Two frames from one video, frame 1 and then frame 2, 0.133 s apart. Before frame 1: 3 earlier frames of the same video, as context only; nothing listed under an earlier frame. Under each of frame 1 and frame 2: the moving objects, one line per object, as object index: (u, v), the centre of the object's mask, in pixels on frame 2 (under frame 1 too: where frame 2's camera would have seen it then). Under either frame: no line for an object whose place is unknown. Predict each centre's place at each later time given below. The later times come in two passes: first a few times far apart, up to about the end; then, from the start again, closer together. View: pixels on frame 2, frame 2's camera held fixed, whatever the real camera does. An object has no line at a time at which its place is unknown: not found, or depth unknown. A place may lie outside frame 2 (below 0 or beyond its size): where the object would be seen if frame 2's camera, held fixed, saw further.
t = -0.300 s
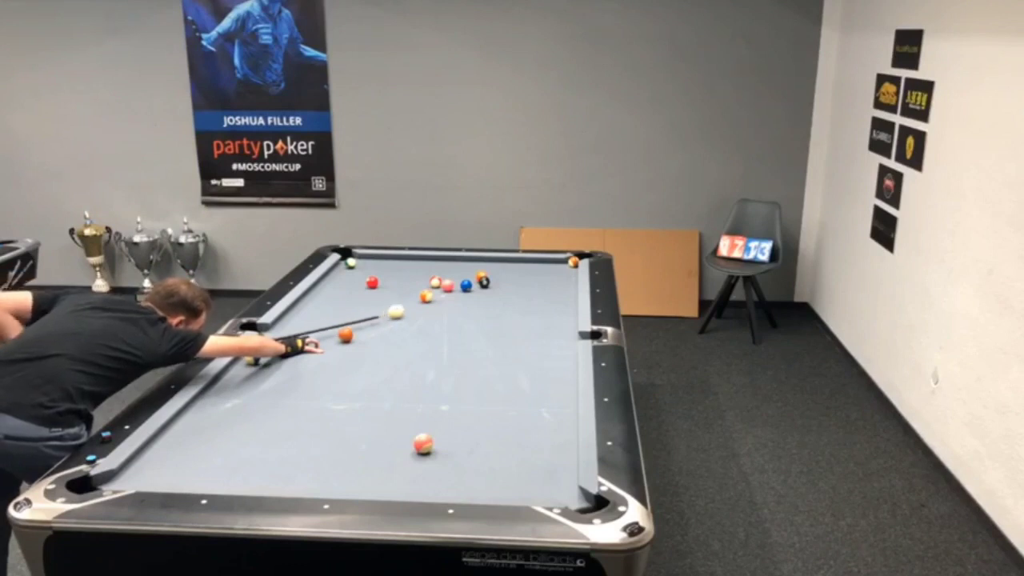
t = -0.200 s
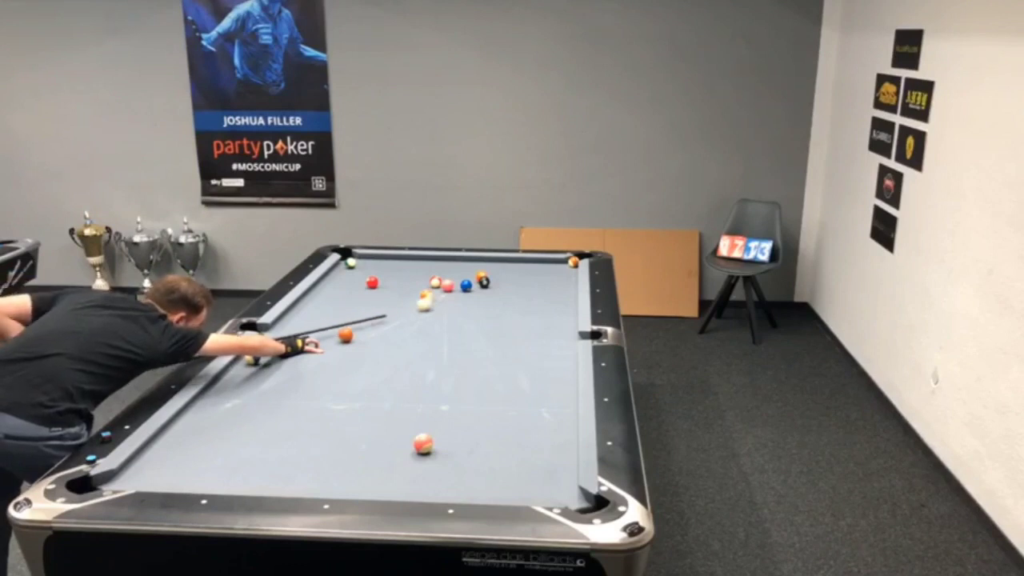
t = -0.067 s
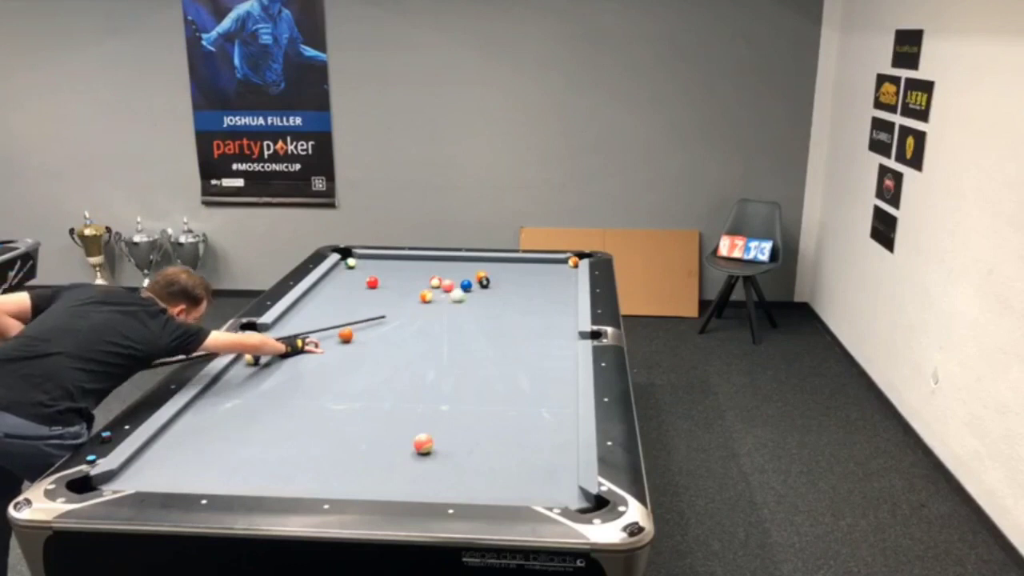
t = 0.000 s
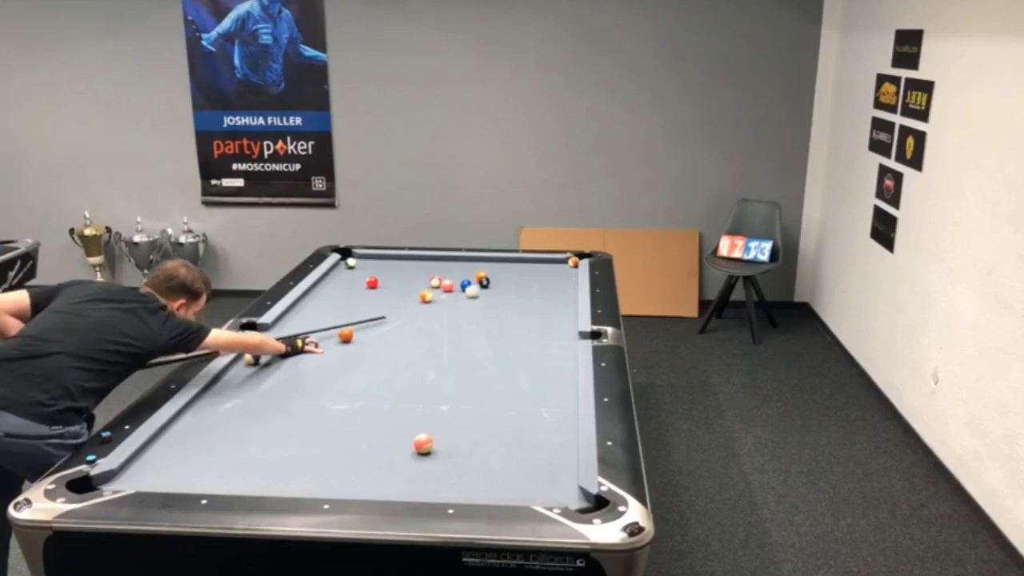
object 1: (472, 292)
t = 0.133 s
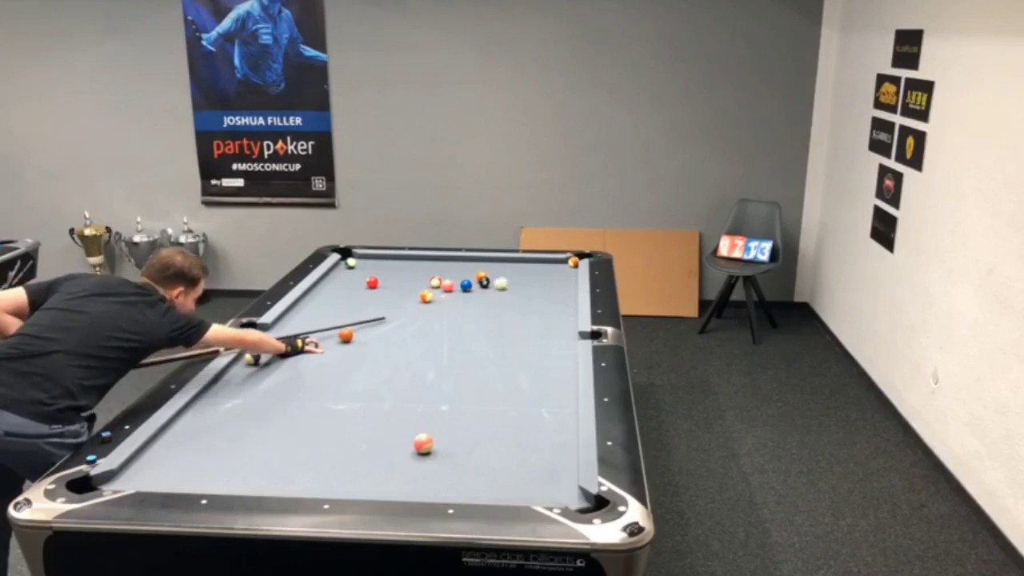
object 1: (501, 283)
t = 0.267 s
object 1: (528, 276)
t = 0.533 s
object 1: (572, 265)
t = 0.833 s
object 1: (551, 263)
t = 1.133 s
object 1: (533, 261)
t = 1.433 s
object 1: (517, 260)
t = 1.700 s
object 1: (507, 260)
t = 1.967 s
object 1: (497, 260)
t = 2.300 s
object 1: (486, 261)
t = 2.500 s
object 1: (480, 261)
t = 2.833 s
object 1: (471, 262)
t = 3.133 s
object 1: (464, 262)
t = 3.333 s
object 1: (461, 262)
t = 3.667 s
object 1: (455, 262)
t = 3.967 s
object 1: (451, 263)
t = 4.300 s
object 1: (448, 263)
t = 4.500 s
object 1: (447, 263)
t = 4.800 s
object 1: (446, 263)
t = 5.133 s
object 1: (446, 263)
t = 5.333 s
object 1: (446, 263)
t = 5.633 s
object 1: (446, 263)
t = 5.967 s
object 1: (446, 263)
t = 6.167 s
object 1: (446, 263)
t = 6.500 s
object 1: (446, 263)
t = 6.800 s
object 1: (446, 263)
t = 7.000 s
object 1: (446, 263)
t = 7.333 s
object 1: (446, 263)
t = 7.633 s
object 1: (446, 263)
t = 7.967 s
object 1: (446, 263)
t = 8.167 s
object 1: (446, 263)
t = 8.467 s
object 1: (446, 263)
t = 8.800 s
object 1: (446, 263)
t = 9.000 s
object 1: (446, 263)
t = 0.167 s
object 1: (507, 282)
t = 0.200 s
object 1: (514, 280)
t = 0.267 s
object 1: (528, 276)
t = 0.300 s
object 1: (534, 275)
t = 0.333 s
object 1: (540, 273)
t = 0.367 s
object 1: (546, 271)
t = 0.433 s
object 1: (558, 268)
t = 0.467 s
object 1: (564, 267)
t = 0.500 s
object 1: (570, 265)
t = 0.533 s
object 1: (572, 265)
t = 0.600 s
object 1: (566, 265)
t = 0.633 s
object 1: (564, 265)
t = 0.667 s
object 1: (562, 265)
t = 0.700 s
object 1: (559, 265)
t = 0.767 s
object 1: (555, 264)
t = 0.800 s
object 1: (553, 264)
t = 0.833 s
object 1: (551, 263)
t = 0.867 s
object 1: (549, 263)
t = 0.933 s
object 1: (545, 263)
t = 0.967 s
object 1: (543, 262)
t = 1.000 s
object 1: (541, 262)
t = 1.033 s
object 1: (539, 262)
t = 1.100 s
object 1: (535, 262)
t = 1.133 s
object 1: (533, 261)
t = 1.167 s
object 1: (531, 261)
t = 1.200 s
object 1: (529, 261)
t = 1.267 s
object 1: (526, 261)
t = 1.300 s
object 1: (524, 261)
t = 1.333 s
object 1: (522, 260)
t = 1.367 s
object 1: (520, 260)
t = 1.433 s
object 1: (517, 260)
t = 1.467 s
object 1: (516, 260)
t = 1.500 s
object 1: (514, 260)
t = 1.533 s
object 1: (513, 260)
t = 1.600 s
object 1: (511, 260)
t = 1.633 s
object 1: (509, 260)
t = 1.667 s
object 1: (508, 260)
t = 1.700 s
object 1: (507, 260)
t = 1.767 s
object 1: (504, 260)
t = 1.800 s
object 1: (503, 260)
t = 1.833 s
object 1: (502, 260)
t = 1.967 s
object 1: (497, 260)
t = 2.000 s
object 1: (496, 260)
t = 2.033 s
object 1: (495, 260)
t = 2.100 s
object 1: (493, 261)
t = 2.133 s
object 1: (491, 261)
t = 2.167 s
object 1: (490, 261)
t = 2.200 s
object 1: (489, 261)
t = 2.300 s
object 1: (486, 261)
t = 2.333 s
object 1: (485, 261)
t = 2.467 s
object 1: (481, 261)
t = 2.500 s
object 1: (480, 261)
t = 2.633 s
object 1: (476, 261)
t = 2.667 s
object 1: (475, 261)
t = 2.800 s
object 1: (472, 262)
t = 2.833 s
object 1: (471, 262)
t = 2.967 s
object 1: (468, 262)
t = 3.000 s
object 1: (467, 262)
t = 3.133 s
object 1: (464, 262)
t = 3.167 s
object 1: (463, 262)
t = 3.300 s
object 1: (461, 262)
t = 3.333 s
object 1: (461, 262)
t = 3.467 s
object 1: (458, 262)
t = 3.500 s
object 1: (457, 262)
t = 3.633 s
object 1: (455, 262)
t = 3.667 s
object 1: (455, 262)
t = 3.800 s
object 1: (453, 263)
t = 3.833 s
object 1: (453, 263)
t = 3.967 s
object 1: (451, 263)
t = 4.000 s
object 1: (451, 263)
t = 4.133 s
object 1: (450, 263)
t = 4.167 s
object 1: (449, 263)
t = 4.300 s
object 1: (448, 263)
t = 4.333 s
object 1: (448, 263)
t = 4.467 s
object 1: (447, 263)
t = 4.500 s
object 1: (447, 263)
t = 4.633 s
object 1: (446, 263)
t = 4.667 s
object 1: (446, 263)
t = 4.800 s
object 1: (446, 263)
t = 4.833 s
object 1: (446, 263)
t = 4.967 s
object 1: (446, 263)
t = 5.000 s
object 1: (446, 263)
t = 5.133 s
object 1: (446, 263)
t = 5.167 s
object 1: (446, 263)
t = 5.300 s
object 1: (446, 263)
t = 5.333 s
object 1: (446, 263)
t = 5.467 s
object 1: (446, 263)
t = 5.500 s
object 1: (446, 263)
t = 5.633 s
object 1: (446, 263)
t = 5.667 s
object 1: (446, 263)
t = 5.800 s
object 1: (446, 263)
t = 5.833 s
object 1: (446, 263)
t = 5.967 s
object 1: (446, 263)
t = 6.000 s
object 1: (446, 263)
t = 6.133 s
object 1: (446, 263)
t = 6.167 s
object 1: (446, 263)
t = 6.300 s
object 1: (446, 263)
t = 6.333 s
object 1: (446, 263)
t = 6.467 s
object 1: (446, 263)
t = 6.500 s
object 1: (446, 263)
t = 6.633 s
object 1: (446, 263)
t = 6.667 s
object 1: (446, 263)
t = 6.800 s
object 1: (446, 263)
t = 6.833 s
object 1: (446, 263)
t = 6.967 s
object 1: (446, 263)
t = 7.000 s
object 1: (446, 263)
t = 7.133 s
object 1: (446, 263)
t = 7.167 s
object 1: (446, 263)
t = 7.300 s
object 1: (446, 263)
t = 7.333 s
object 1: (446, 263)
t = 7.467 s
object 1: (446, 263)
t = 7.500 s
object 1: (446, 263)
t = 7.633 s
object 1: (446, 263)
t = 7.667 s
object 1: (446, 263)
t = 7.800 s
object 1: (446, 263)
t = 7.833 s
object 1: (446, 263)
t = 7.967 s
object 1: (446, 263)
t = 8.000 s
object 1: (446, 263)
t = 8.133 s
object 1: (446, 263)
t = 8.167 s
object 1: (446, 263)
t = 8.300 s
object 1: (446, 263)
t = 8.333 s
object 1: (446, 263)
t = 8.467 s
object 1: (446, 263)
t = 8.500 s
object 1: (446, 263)
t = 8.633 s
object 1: (446, 263)
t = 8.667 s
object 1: (446, 263)
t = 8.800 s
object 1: (446, 263)
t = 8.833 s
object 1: (446, 263)
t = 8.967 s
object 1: (446, 263)
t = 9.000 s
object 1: (446, 263)
